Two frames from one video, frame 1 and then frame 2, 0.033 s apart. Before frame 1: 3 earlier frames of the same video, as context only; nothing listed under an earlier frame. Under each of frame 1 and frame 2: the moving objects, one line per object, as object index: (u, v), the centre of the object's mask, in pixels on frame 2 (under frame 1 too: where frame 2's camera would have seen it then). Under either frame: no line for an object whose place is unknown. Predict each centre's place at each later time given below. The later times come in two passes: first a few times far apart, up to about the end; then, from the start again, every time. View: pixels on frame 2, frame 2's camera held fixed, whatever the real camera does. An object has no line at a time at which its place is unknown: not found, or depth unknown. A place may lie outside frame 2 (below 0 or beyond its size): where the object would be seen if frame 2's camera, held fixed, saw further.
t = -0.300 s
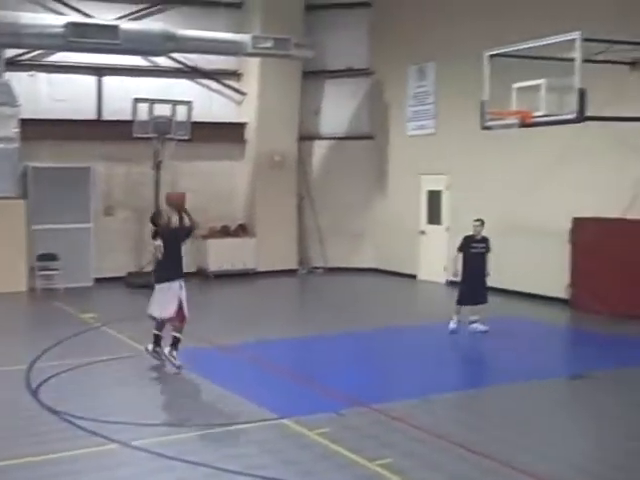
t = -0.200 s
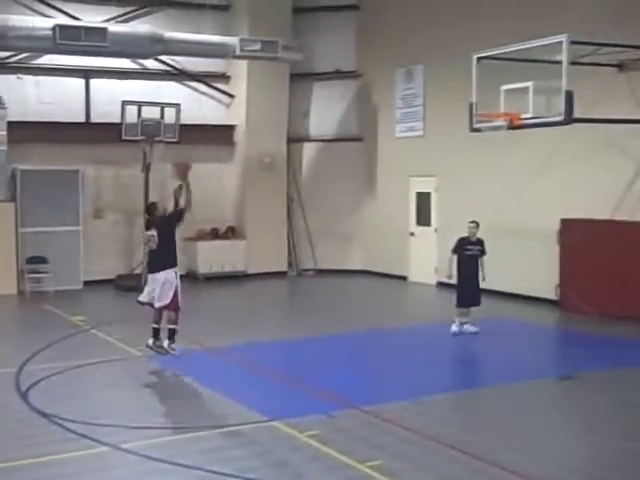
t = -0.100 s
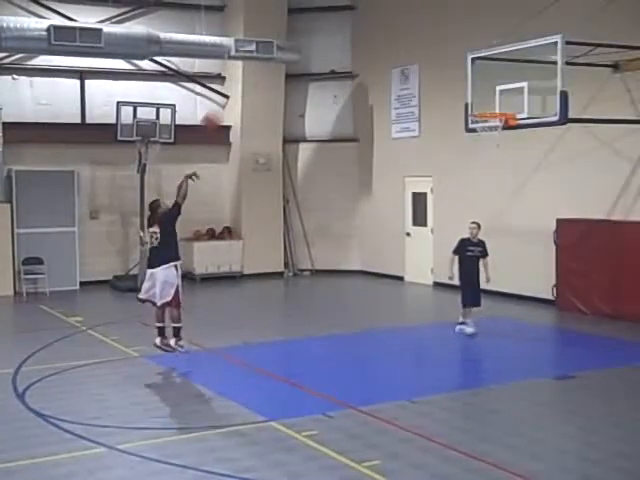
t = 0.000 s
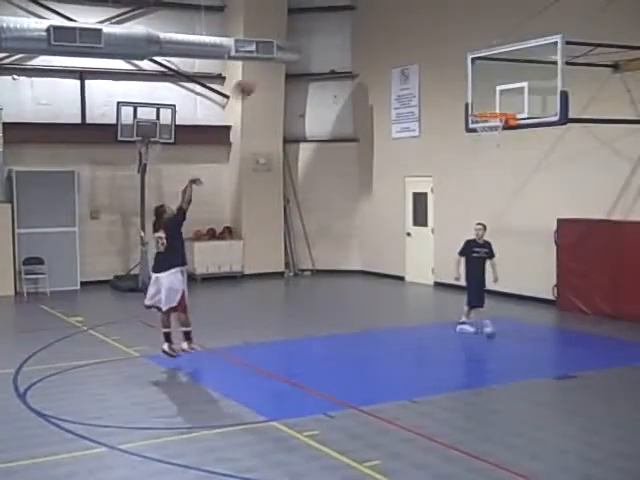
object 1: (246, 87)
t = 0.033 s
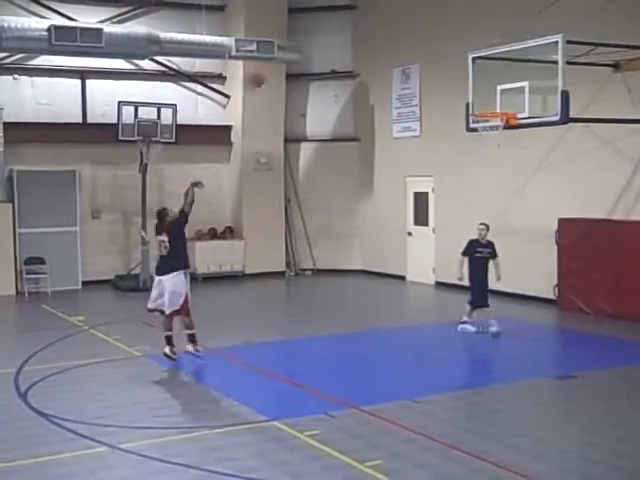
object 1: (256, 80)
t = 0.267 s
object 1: (329, 34)
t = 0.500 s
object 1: (398, 35)
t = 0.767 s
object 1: (474, 90)
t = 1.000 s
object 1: (481, 129)
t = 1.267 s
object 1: (480, 163)
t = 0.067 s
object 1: (265, 72)
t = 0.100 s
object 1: (278, 60)
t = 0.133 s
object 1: (289, 53)
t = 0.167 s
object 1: (302, 47)
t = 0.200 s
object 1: (310, 41)
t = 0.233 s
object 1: (319, 38)
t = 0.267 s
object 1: (329, 34)
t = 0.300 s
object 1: (338, 32)
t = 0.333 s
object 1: (348, 30)
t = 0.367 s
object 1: (359, 30)
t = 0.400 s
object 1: (369, 29)
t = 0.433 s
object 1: (378, 31)
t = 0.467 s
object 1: (388, 33)
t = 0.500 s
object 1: (398, 35)
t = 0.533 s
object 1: (408, 38)
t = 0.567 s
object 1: (417, 43)
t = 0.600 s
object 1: (427, 50)
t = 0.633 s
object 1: (438, 56)
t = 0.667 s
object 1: (446, 62)
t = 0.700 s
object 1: (455, 72)
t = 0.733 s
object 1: (465, 80)
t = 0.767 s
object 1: (474, 90)
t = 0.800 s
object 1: (484, 100)
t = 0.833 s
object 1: (492, 106)
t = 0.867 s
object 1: (495, 111)
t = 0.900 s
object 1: (488, 120)
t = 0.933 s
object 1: (484, 126)
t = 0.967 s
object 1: (483, 128)
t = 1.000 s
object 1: (481, 129)
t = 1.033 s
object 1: (481, 130)
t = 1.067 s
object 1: (480, 134)
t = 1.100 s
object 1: (480, 137)
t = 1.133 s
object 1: (480, 138)
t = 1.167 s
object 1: (480, 145)
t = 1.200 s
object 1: (480, 150)
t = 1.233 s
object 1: (480, 156)
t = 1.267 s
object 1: (480, 163)
